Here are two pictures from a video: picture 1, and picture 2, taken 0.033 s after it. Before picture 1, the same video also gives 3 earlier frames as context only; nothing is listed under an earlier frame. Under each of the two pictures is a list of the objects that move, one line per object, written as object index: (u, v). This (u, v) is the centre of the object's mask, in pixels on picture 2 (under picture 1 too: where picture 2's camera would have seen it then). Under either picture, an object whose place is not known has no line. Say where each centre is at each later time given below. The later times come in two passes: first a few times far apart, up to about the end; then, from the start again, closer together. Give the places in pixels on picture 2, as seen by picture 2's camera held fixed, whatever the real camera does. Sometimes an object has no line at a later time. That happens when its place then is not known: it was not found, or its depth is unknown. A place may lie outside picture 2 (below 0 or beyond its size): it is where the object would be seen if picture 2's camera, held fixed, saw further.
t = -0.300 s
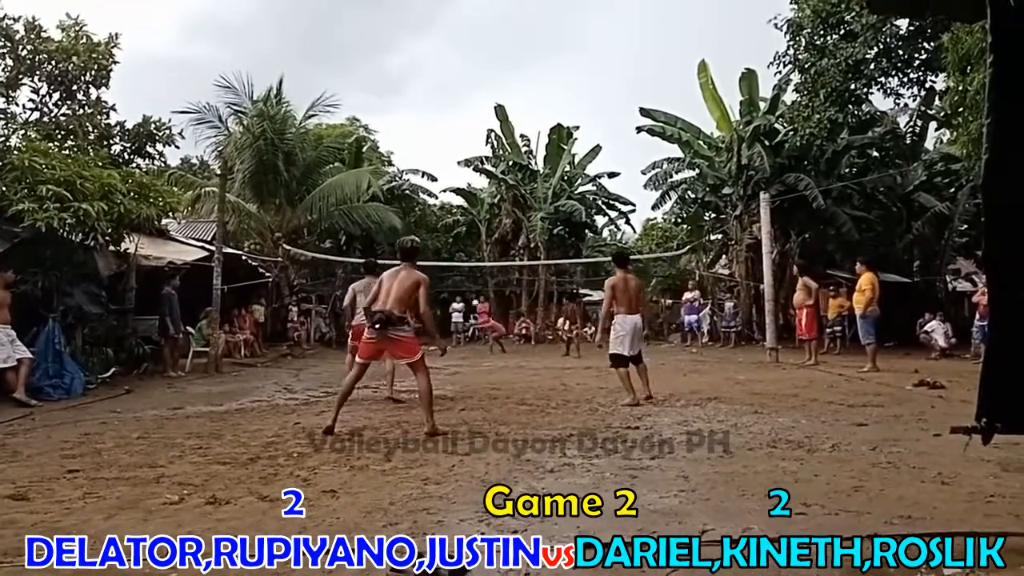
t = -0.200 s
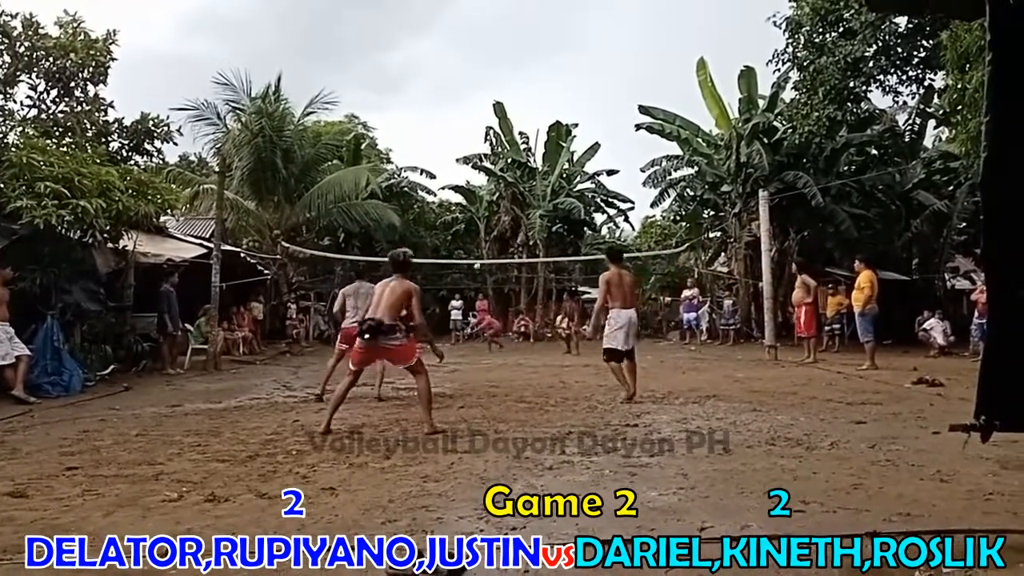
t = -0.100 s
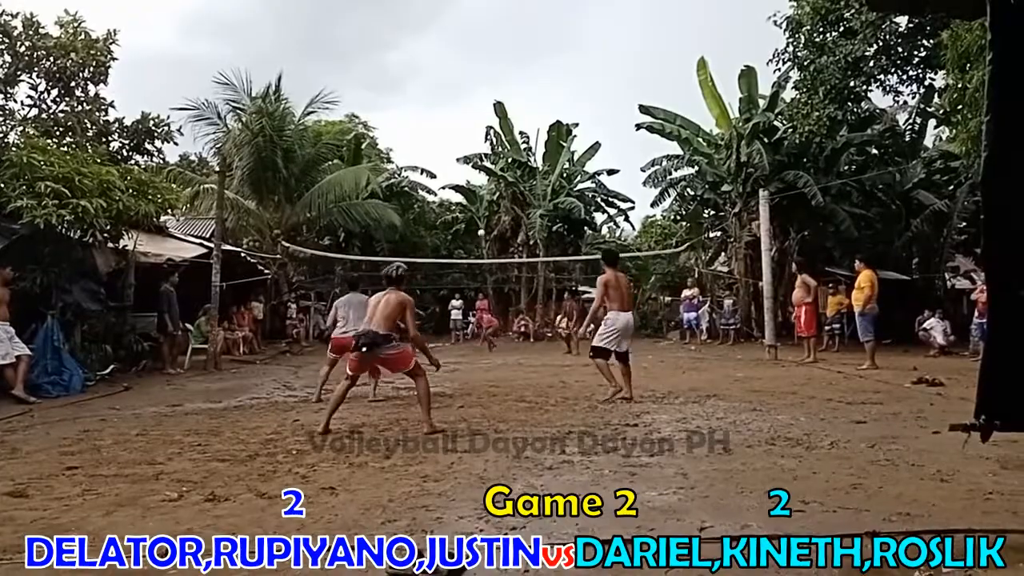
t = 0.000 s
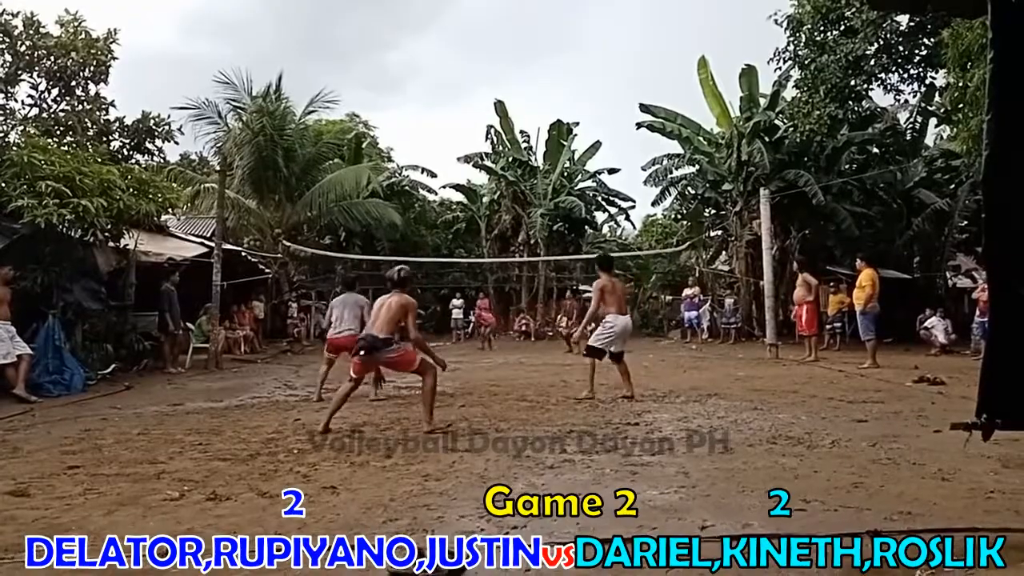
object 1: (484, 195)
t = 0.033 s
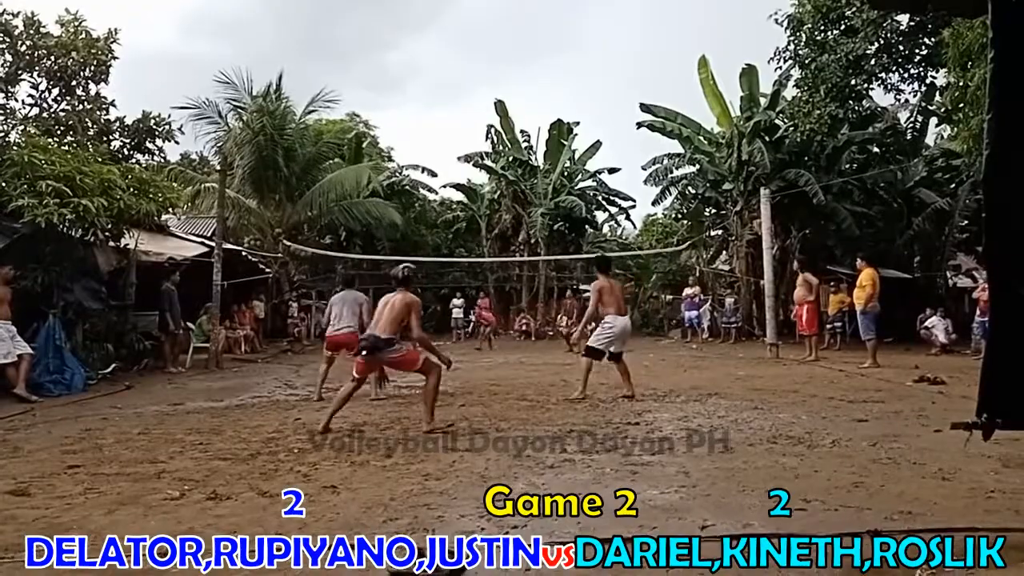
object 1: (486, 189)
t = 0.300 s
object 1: (499, 110)
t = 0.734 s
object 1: (526, 36)
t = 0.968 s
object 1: (544, 26)
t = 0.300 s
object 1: (499, 110)
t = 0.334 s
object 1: (500, 105)
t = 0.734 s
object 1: (526, 36)
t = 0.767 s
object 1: (529, 32)
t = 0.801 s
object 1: (531, 29)
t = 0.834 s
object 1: (534, 27)
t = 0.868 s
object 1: (537, 26)
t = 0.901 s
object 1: (539, 25)
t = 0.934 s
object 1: (542, 25)
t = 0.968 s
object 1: (544, 26)
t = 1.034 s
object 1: (548, 28)
